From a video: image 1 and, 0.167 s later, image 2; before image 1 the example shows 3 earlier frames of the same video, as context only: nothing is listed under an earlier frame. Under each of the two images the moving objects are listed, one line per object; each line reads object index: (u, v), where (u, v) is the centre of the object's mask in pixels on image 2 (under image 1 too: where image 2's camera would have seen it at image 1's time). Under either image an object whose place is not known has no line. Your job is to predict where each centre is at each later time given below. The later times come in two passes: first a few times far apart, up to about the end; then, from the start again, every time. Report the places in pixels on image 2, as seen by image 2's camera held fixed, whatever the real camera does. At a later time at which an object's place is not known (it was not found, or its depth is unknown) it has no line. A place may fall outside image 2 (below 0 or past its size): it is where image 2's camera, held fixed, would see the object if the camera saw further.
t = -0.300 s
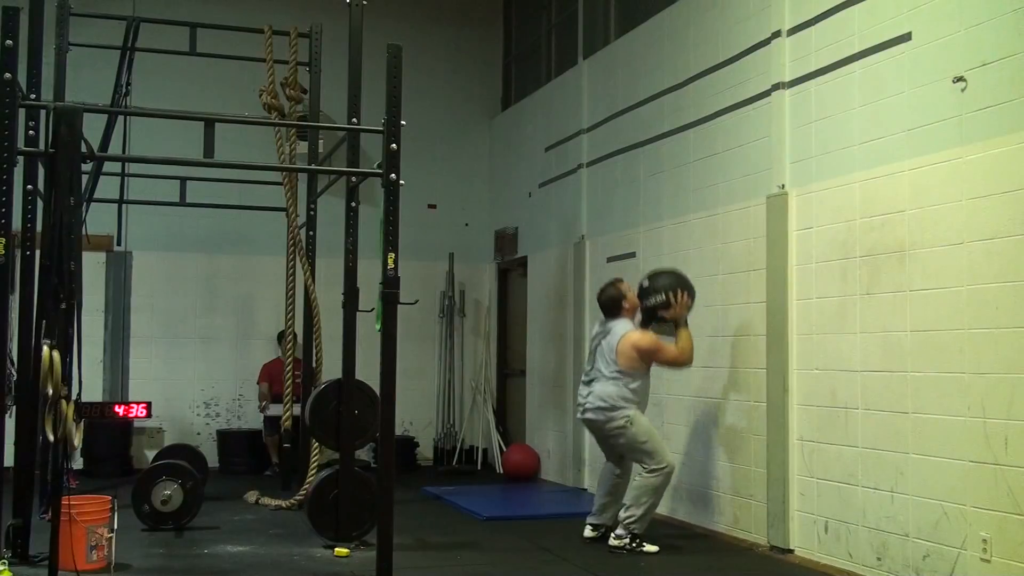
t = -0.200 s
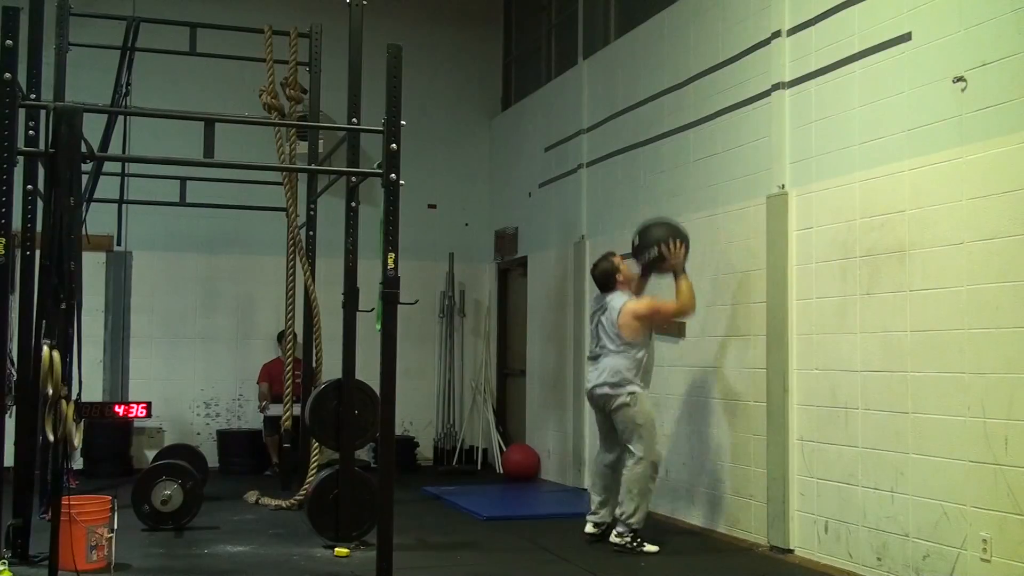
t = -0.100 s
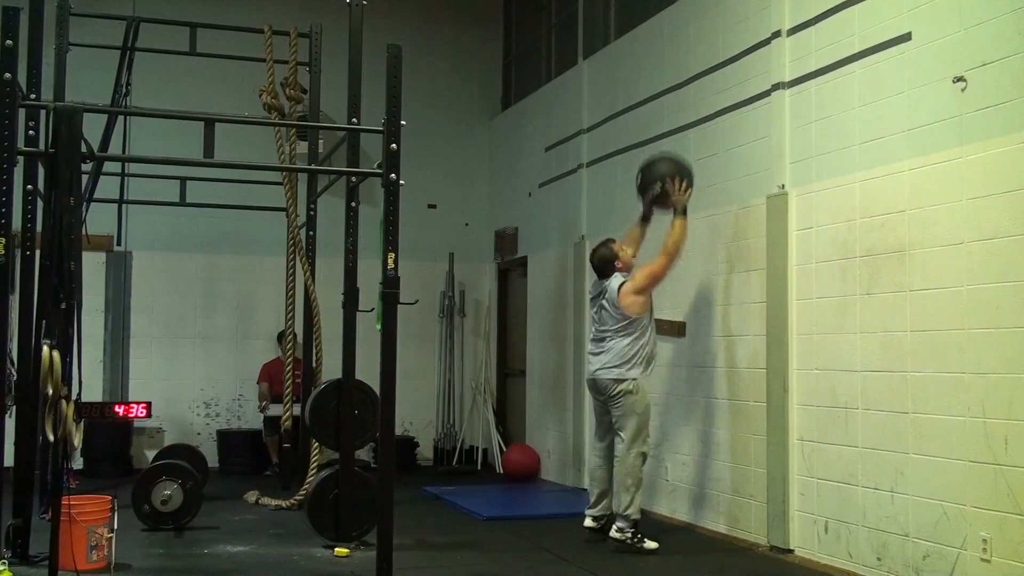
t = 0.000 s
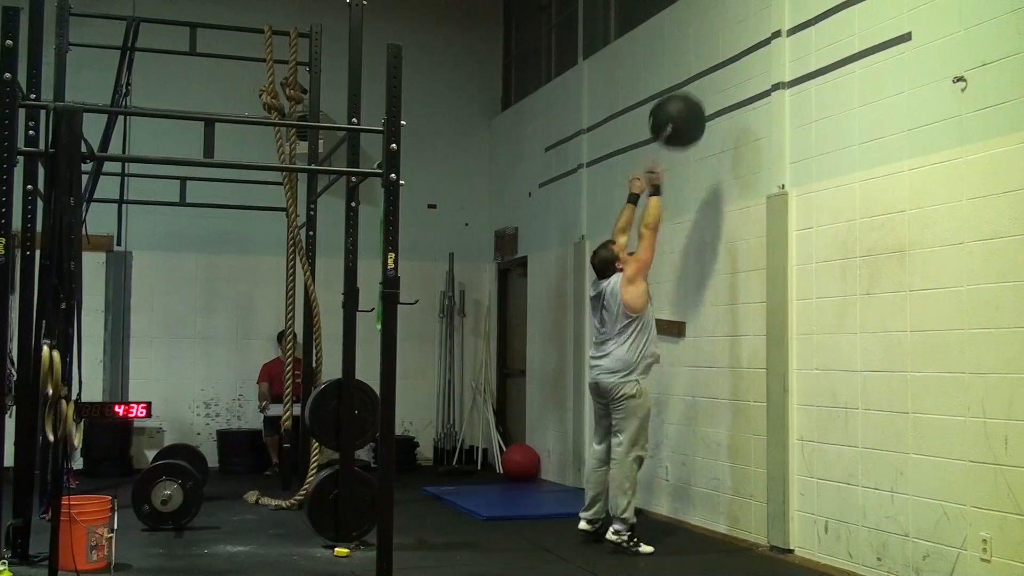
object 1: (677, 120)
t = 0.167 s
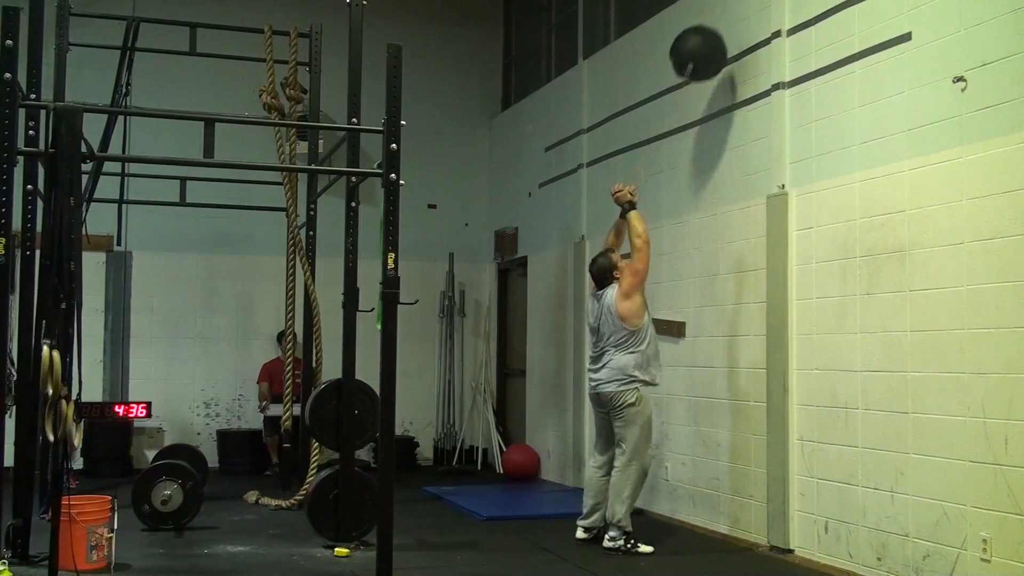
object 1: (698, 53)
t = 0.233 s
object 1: (707, 39)
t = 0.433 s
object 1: (713, 33)
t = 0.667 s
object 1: (695, 97)
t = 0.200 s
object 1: (703, 45)
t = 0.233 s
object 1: (707, 39)
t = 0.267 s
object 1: (712, 34)
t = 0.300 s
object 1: (716, 31)
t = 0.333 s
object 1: (719, 30)
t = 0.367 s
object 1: (718, 29)
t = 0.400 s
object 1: (716, 30)
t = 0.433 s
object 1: (713, 33)
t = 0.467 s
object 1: (710, 37)
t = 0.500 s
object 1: (707, 42)
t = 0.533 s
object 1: (705, 50)
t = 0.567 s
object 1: (702, 59)
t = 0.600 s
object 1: (700, 70)
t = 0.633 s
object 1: (697, 82)
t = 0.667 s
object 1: (695, 97)
